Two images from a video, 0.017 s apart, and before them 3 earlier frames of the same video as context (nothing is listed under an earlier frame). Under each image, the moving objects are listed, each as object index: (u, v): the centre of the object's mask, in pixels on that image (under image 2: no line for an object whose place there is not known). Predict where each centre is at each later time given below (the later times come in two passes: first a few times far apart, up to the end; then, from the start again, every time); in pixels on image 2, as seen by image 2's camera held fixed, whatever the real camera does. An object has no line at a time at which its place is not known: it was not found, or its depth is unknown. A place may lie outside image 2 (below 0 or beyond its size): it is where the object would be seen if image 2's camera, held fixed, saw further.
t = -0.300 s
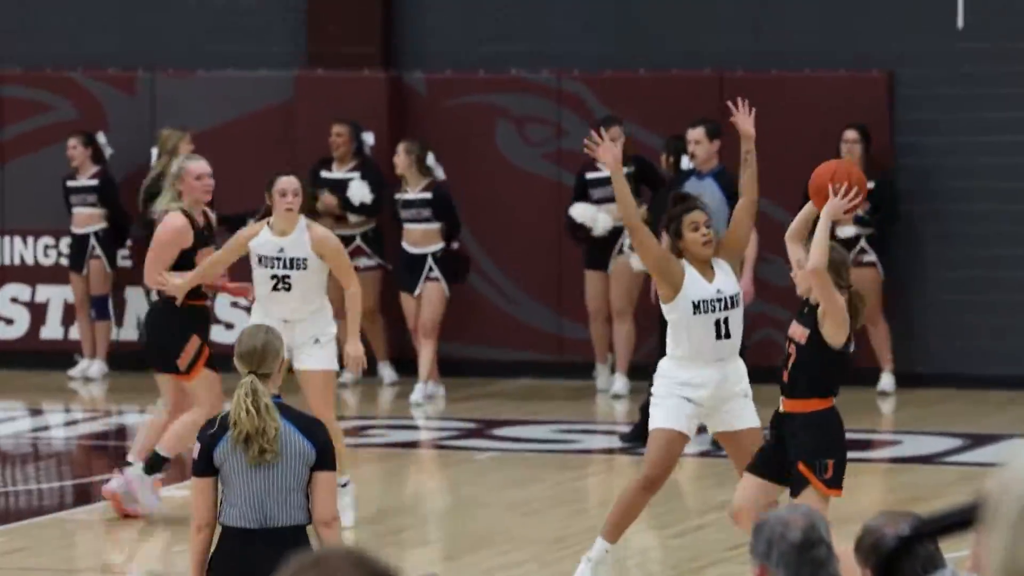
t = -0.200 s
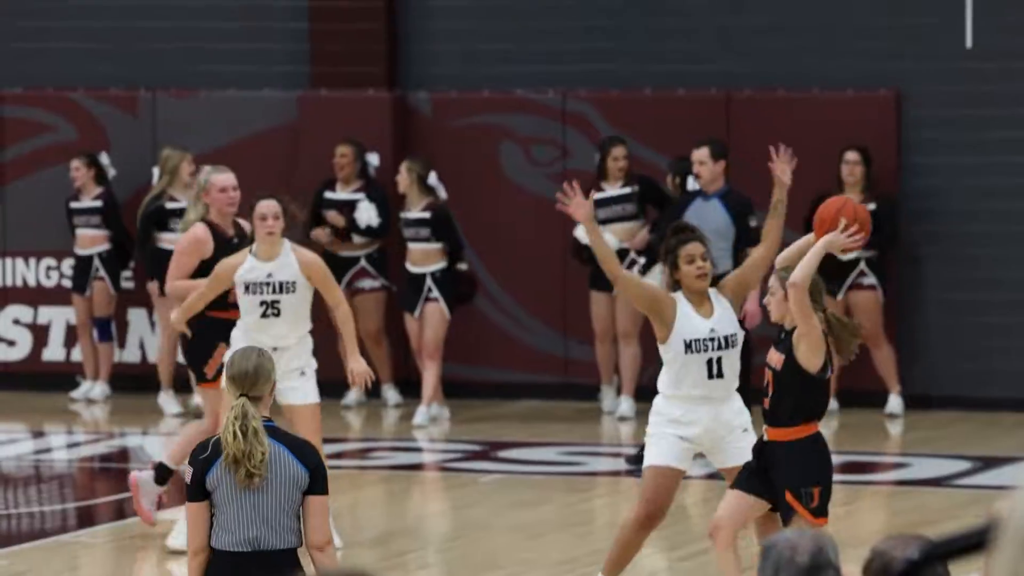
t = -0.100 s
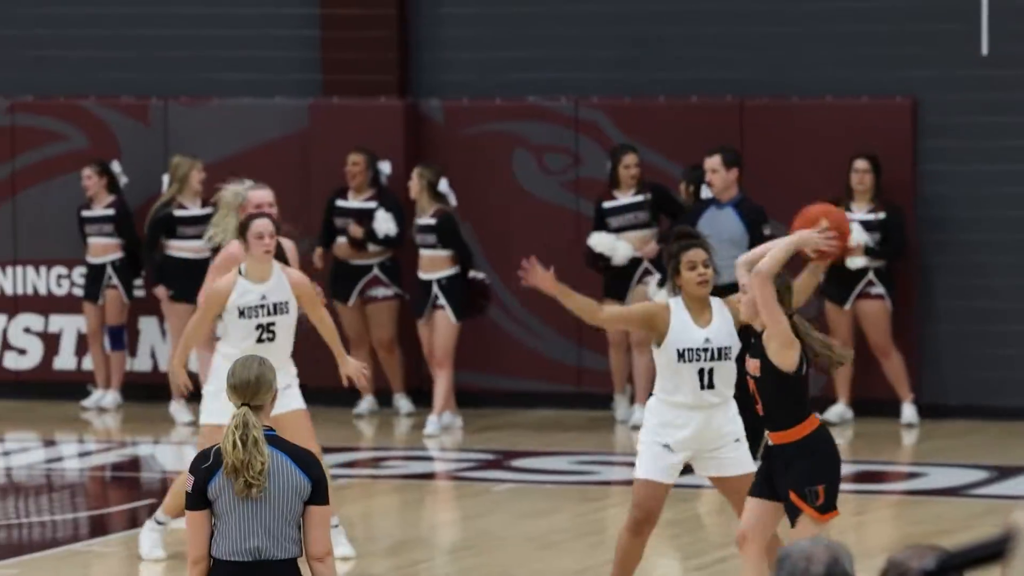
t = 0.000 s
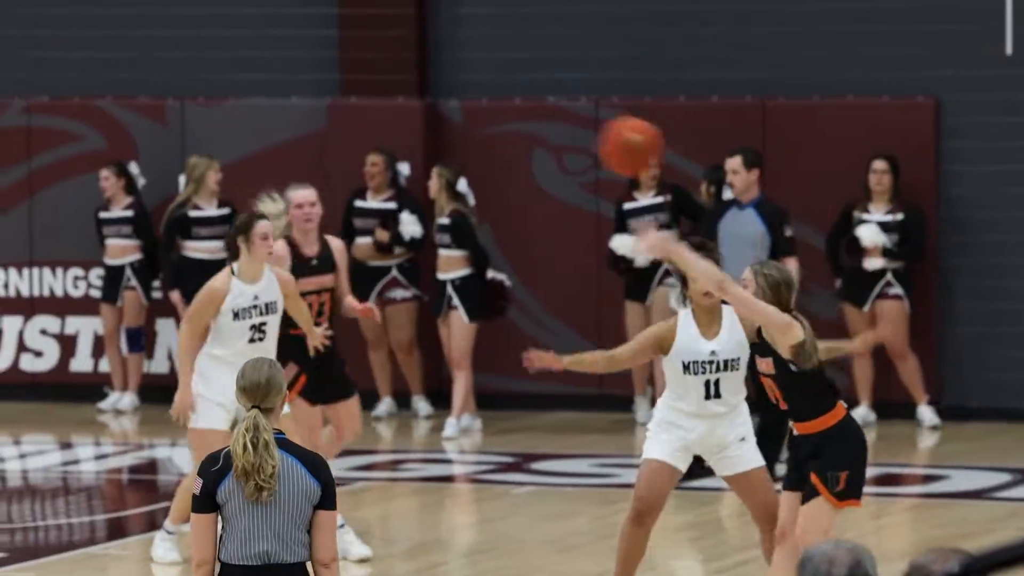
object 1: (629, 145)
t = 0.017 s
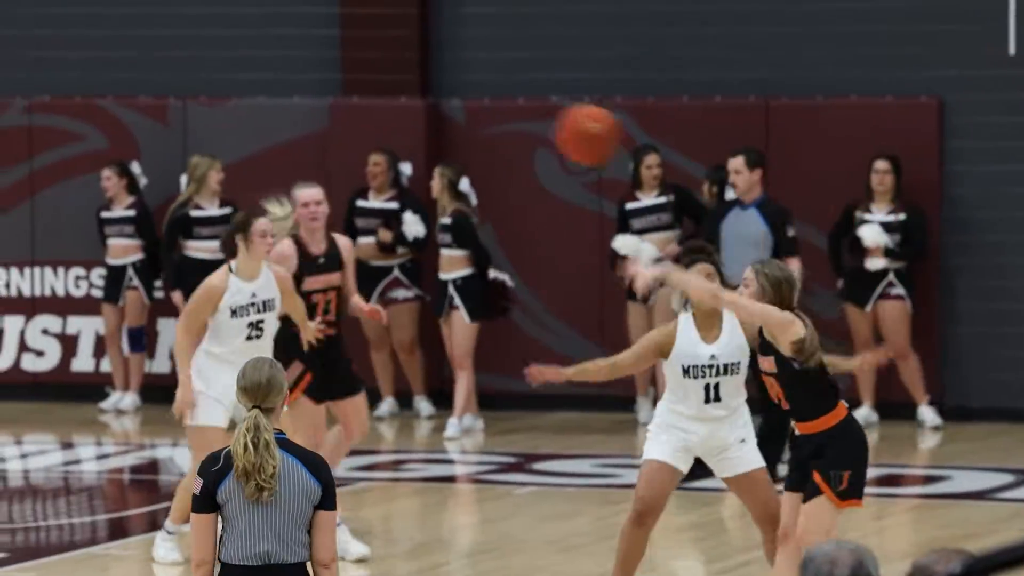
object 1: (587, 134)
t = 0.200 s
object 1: (80, 46)
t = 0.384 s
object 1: (-482, 20)
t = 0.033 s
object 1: (542, 122)
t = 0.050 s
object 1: (496, 112)
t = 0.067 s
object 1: (452, 102)
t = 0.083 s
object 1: (404, 92)
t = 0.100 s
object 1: (360, 84)
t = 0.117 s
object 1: (314, 75)
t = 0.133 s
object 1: (266, 68)
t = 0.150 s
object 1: (221, 62)
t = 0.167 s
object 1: (174, 57)
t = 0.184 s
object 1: (127, 51)
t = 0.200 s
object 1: (80, 46)
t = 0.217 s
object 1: (33, 43)
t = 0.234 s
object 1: (-14, 41)
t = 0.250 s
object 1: (-62, 39)
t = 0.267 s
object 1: (-111, 37)
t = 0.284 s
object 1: (-160, 33)
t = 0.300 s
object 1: (-210, 29)
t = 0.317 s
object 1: (-261, 25)
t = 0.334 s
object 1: (-314, 22)
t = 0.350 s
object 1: (-368, 21)
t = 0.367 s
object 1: (-425, 20)
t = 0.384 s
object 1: (-482, 20)
